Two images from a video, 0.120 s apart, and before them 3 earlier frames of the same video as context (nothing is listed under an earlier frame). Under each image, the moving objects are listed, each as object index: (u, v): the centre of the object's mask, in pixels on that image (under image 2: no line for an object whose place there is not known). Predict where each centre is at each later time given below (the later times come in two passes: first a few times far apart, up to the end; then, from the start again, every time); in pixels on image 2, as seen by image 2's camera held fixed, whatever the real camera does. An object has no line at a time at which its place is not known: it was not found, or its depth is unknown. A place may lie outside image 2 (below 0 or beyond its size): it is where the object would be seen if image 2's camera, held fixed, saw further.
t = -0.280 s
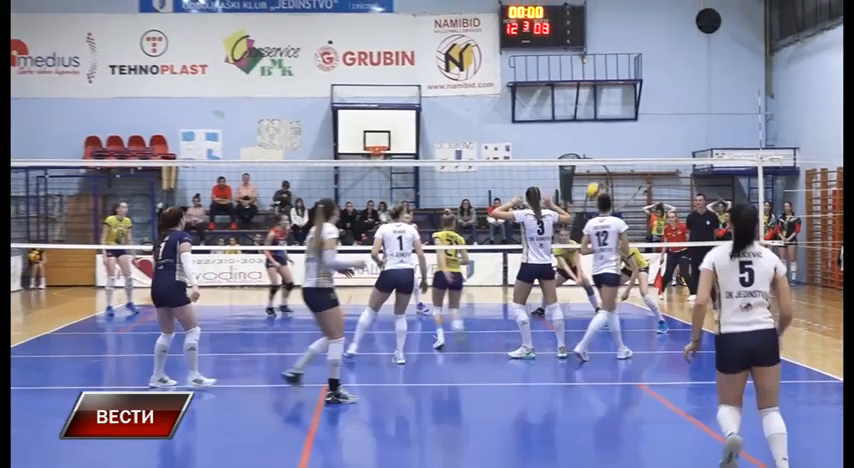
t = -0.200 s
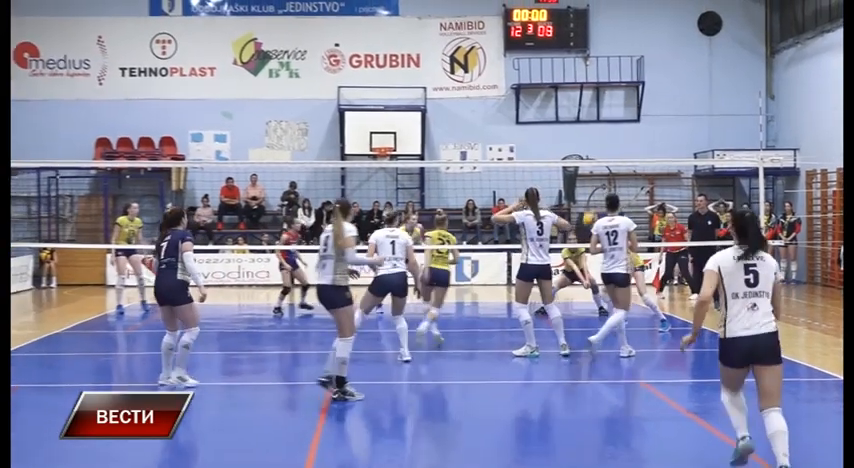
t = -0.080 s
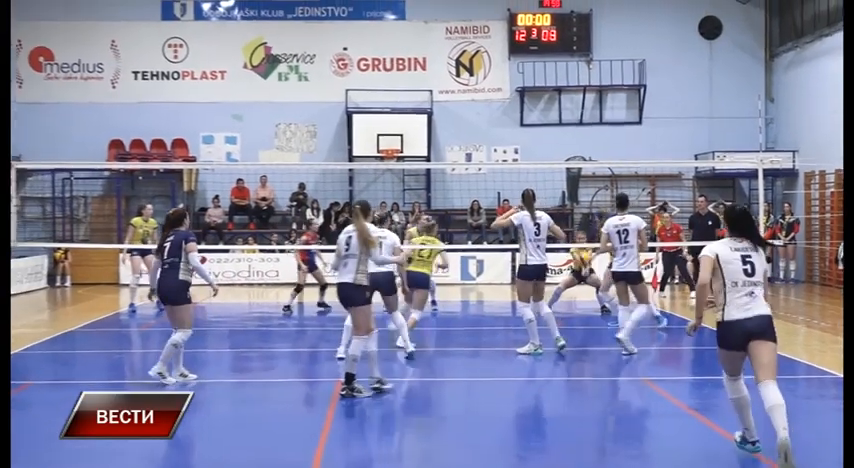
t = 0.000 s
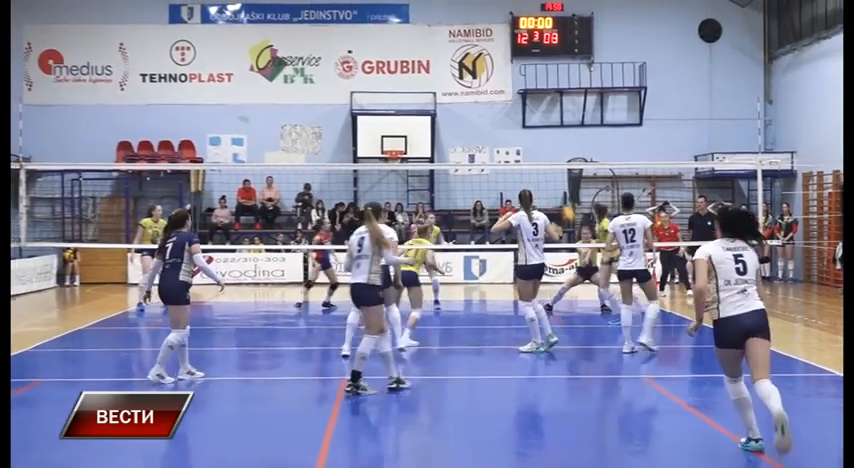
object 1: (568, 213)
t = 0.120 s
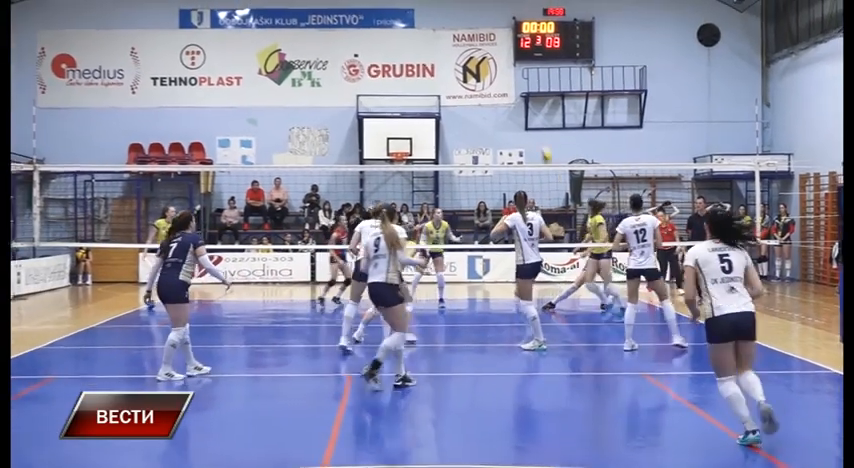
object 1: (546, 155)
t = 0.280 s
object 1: (515, 89)
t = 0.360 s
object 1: (499, 62)
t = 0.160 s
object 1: (538, 138)
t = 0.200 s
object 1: (531, 120)
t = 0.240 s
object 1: (523, 104)
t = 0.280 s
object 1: (515, 89)
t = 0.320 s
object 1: (506, 76)
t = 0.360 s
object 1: (499, 62)
